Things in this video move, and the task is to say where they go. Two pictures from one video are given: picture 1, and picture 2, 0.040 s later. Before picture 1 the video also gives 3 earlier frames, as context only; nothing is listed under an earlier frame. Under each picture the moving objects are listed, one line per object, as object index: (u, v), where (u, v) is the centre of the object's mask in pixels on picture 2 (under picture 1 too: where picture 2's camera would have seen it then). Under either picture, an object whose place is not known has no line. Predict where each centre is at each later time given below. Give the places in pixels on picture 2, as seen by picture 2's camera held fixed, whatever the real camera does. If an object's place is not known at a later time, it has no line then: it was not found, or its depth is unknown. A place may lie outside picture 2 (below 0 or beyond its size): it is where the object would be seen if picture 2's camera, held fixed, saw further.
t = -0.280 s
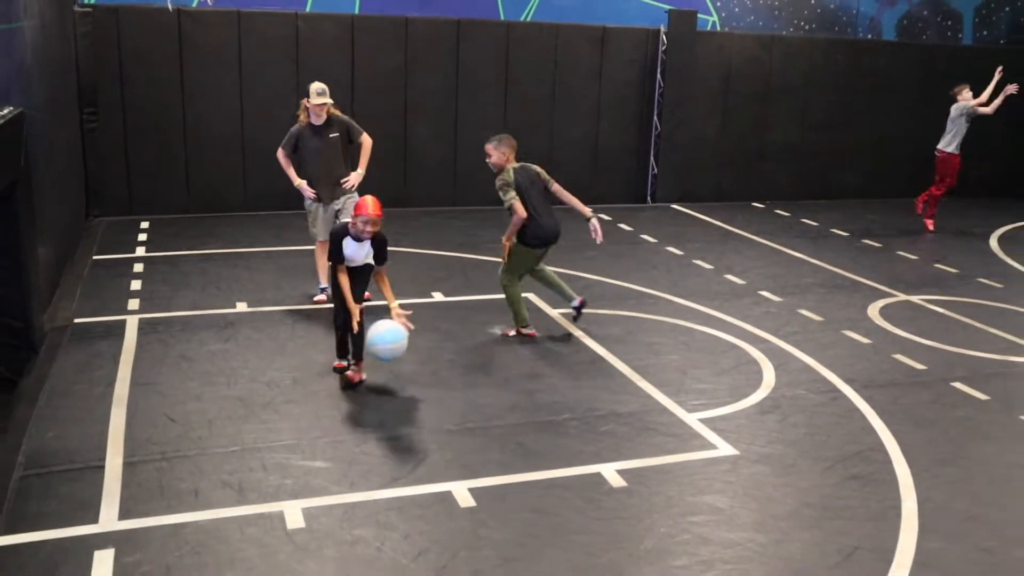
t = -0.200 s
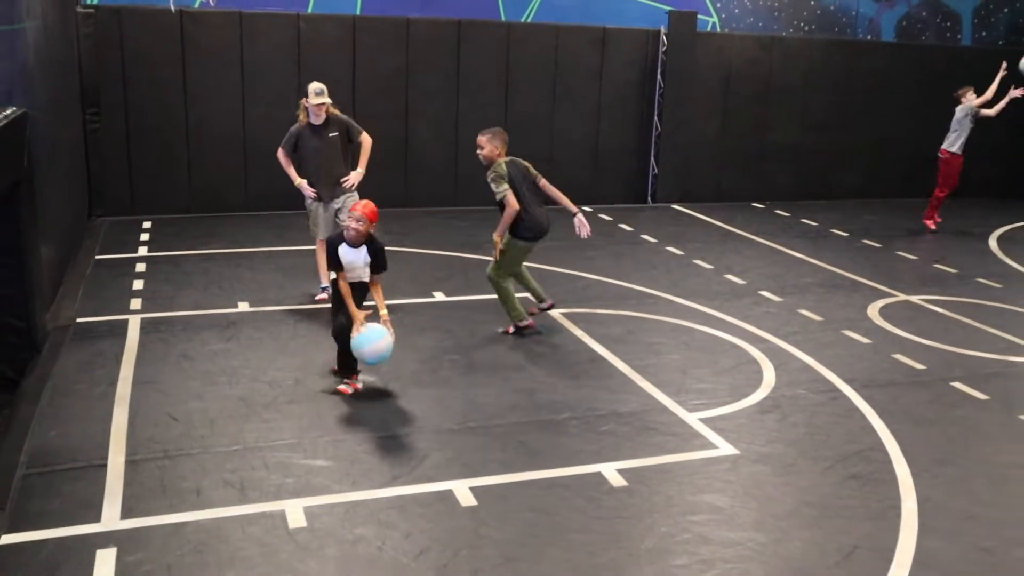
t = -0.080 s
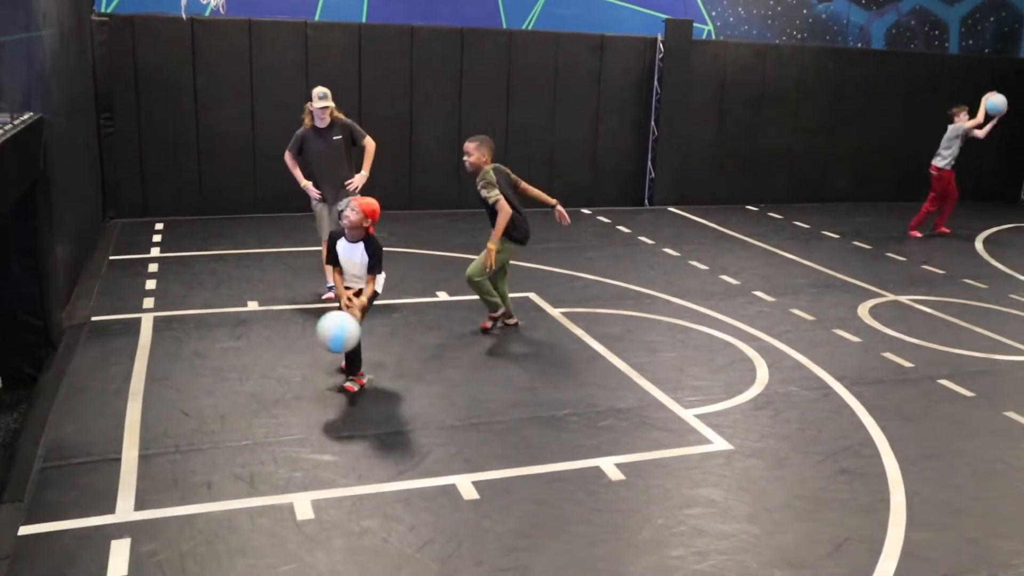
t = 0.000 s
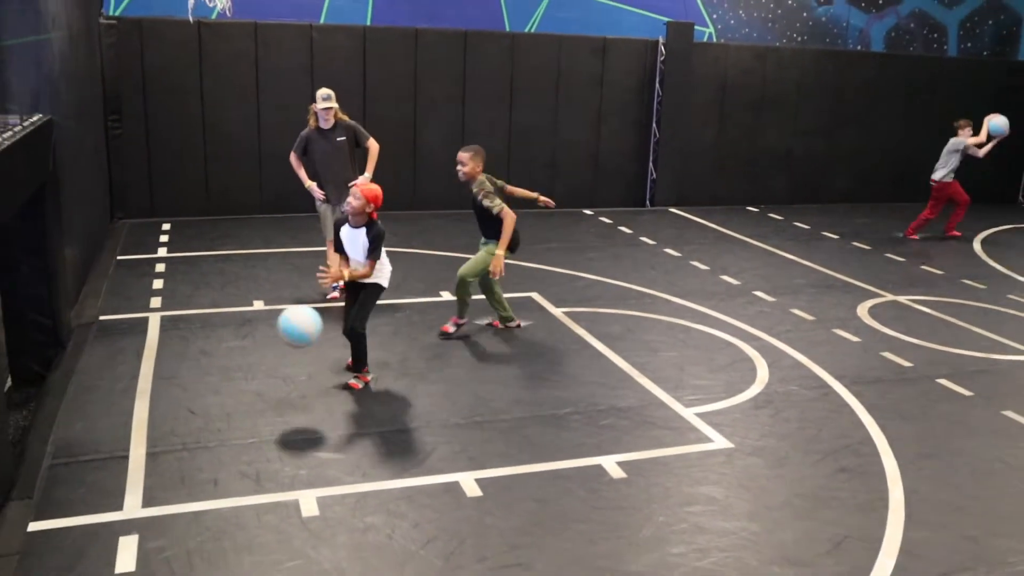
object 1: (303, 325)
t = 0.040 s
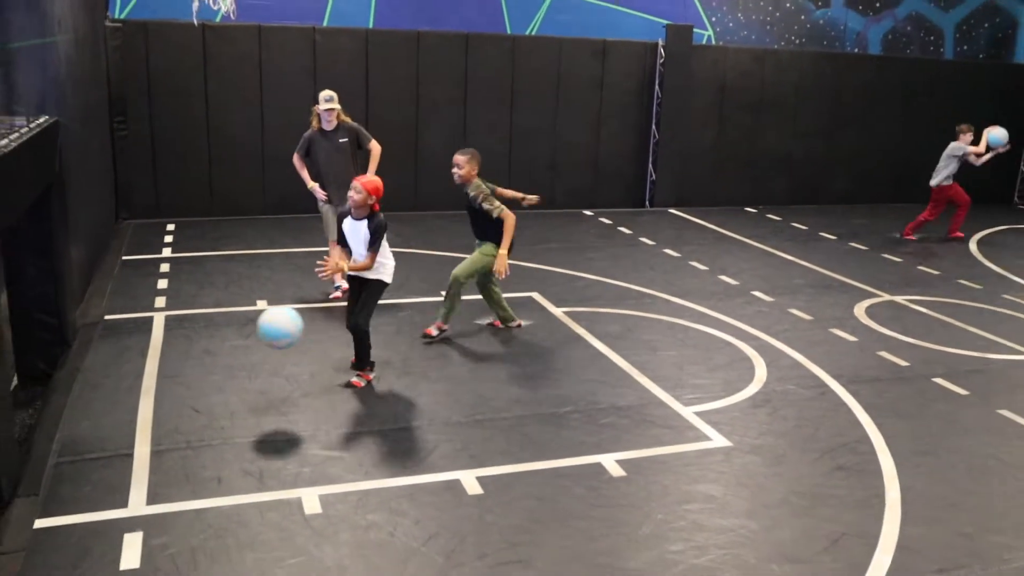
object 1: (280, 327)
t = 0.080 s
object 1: (257, 330)
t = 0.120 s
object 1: (233, 338)
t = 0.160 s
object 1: (210, 347)
